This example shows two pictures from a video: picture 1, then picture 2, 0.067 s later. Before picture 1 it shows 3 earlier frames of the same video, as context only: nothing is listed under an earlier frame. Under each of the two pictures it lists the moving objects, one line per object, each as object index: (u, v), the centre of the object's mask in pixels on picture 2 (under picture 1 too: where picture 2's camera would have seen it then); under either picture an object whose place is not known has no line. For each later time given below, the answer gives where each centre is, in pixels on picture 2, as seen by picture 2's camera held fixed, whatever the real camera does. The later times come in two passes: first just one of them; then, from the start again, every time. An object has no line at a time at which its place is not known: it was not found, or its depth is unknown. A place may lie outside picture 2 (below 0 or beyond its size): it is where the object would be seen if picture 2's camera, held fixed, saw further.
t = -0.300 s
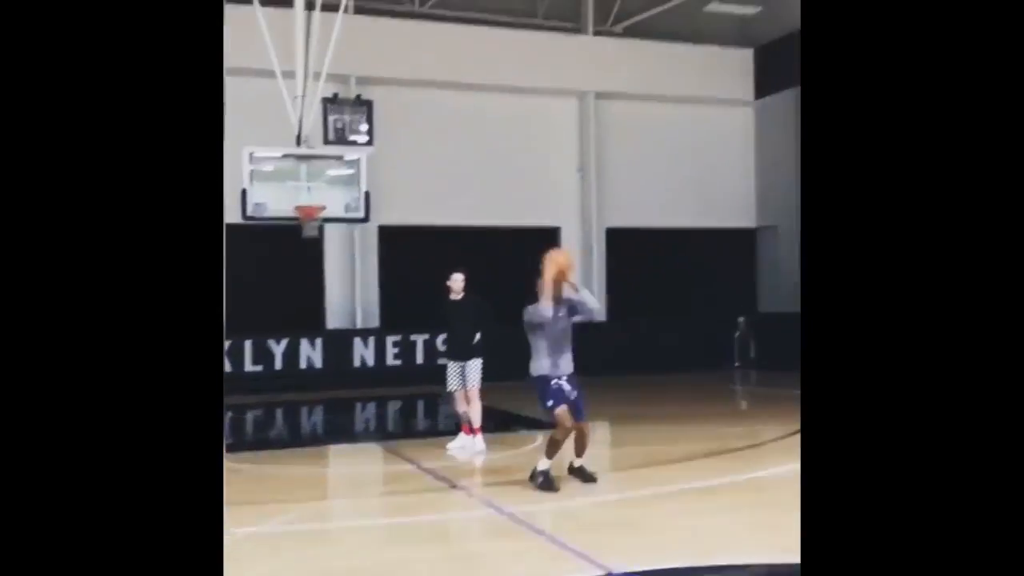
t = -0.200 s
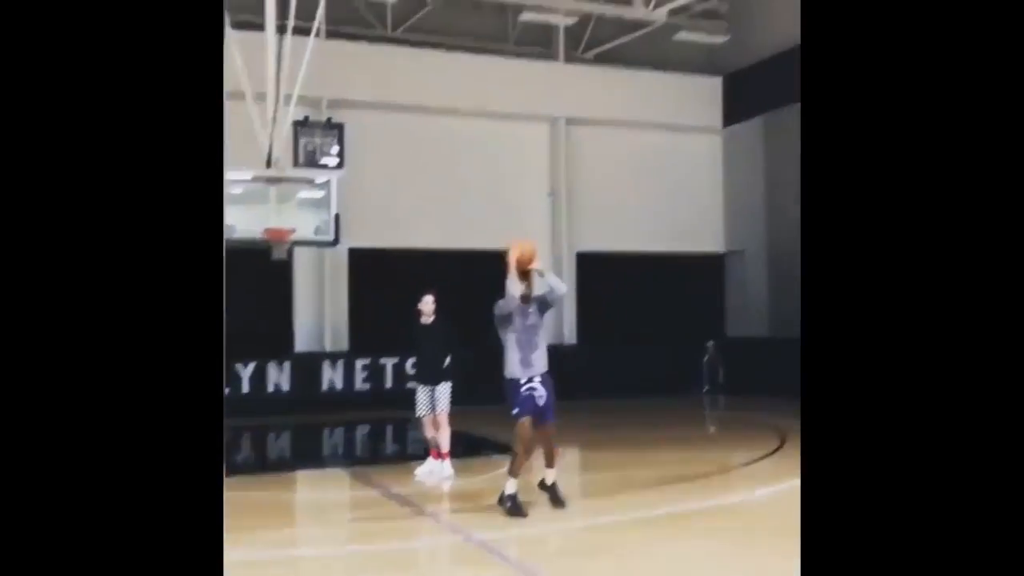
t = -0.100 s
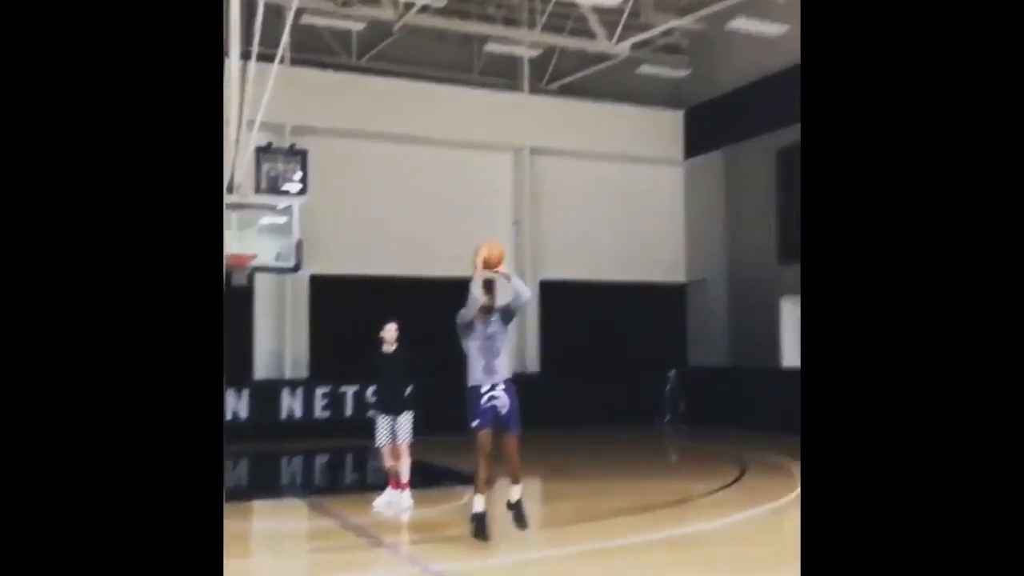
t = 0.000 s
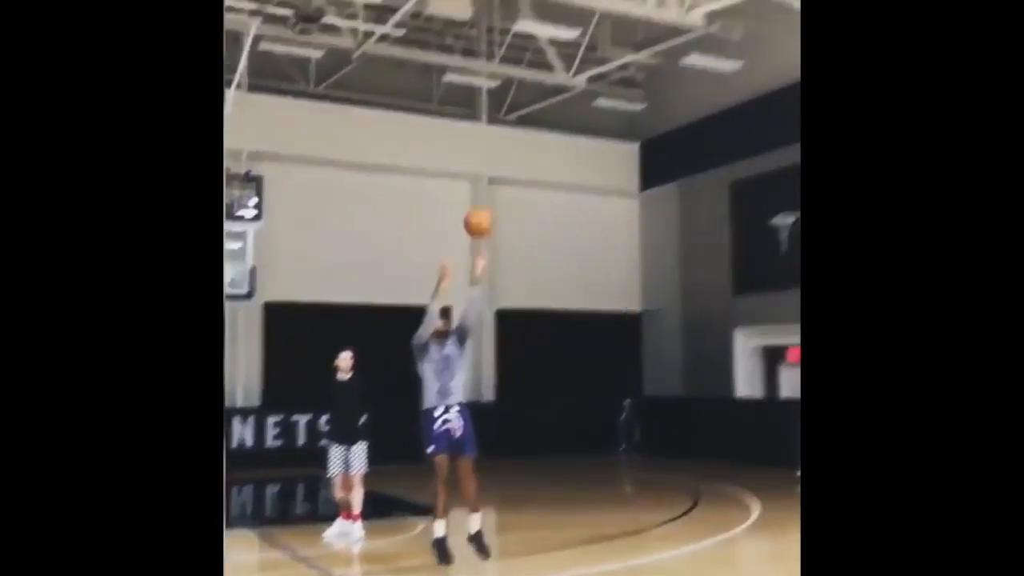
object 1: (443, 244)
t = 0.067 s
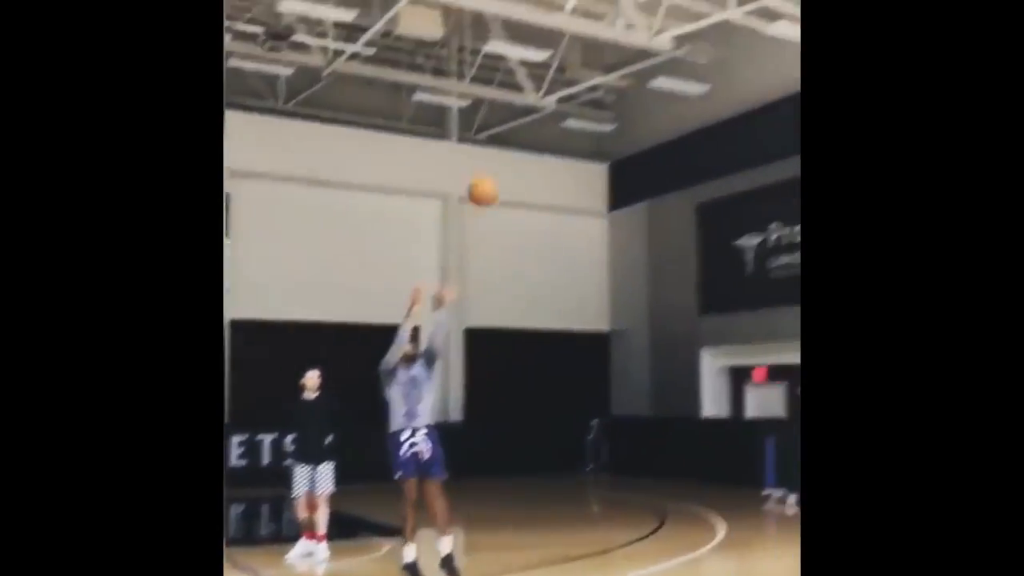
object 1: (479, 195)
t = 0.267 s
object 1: (587, 67)
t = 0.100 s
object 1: (496, 172)
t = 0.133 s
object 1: (513, 148)
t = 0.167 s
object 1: (532, 128)
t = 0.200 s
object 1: (551, 107)
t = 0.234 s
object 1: (569, 88)
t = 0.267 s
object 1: (587, 67)
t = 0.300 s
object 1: (608, 52)
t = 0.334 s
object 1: (626, 37)
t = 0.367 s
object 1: (647, 22)
